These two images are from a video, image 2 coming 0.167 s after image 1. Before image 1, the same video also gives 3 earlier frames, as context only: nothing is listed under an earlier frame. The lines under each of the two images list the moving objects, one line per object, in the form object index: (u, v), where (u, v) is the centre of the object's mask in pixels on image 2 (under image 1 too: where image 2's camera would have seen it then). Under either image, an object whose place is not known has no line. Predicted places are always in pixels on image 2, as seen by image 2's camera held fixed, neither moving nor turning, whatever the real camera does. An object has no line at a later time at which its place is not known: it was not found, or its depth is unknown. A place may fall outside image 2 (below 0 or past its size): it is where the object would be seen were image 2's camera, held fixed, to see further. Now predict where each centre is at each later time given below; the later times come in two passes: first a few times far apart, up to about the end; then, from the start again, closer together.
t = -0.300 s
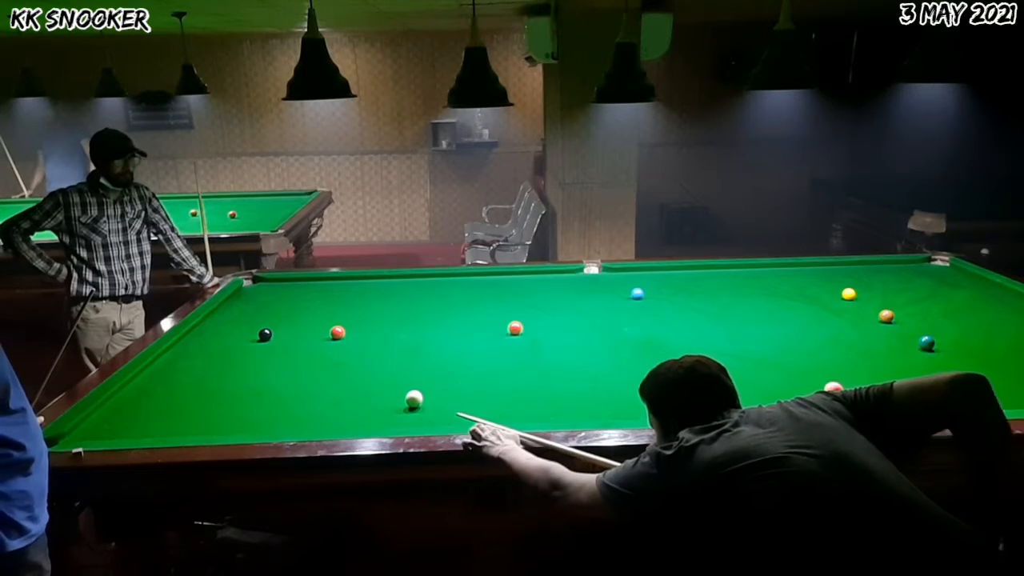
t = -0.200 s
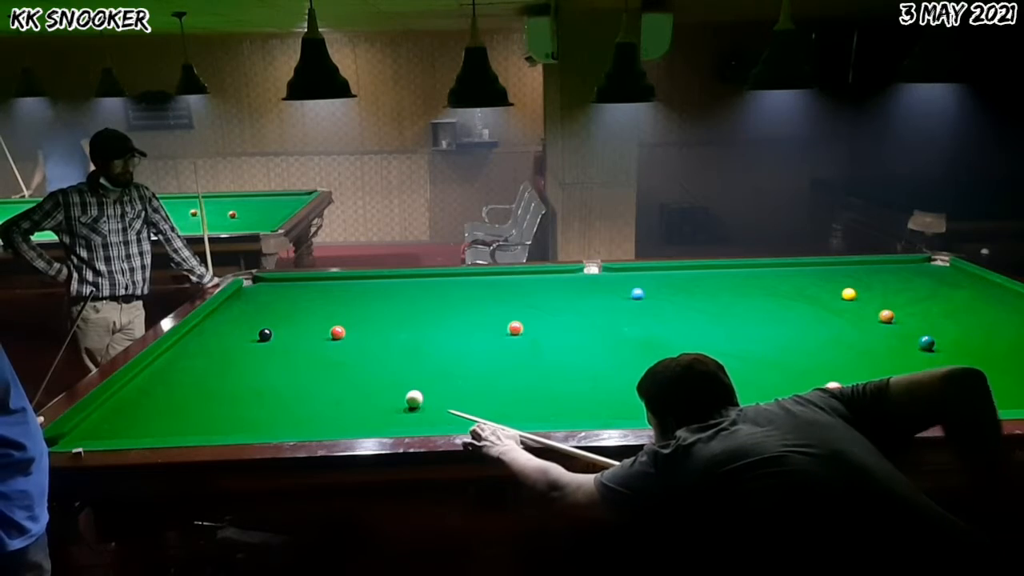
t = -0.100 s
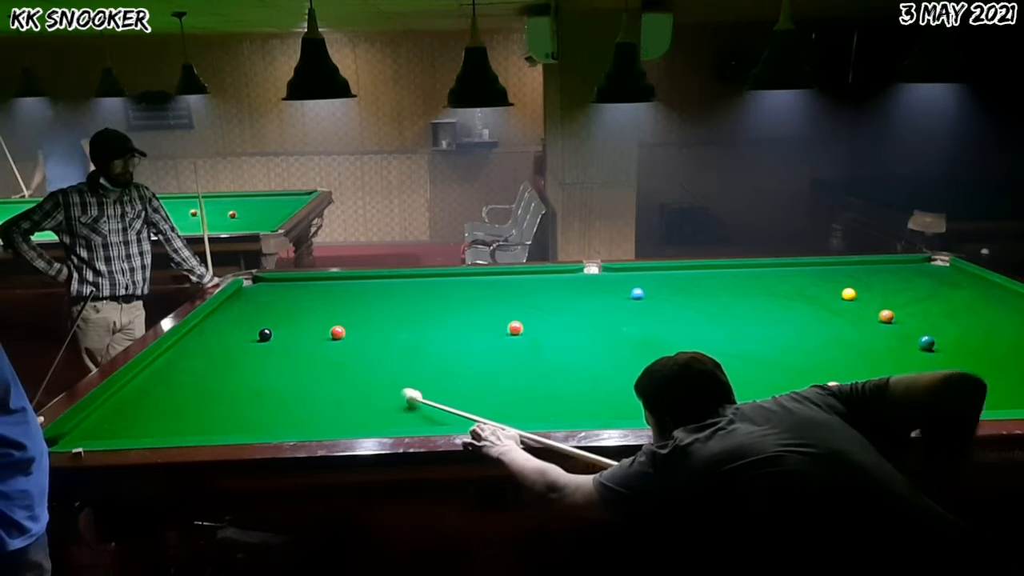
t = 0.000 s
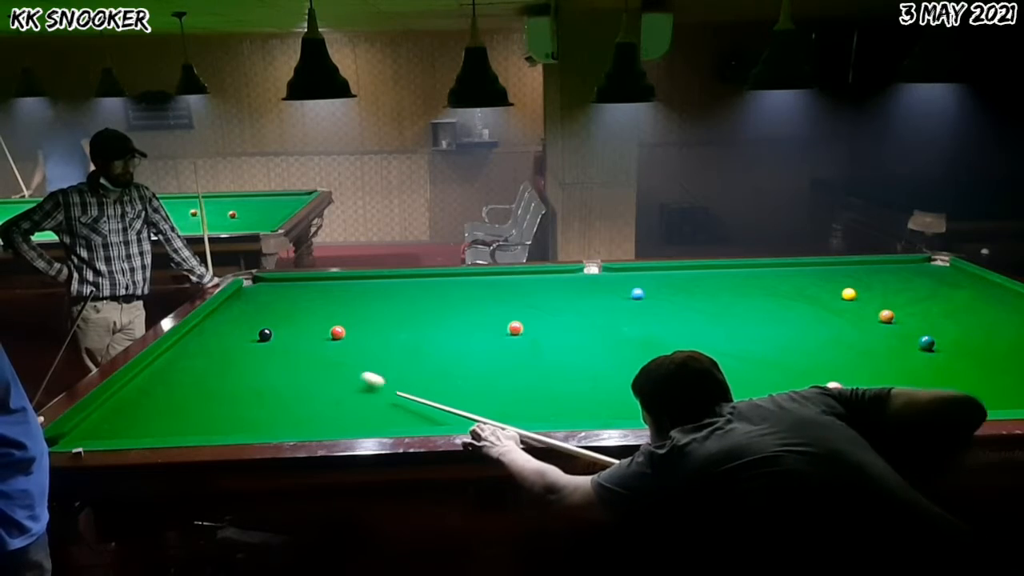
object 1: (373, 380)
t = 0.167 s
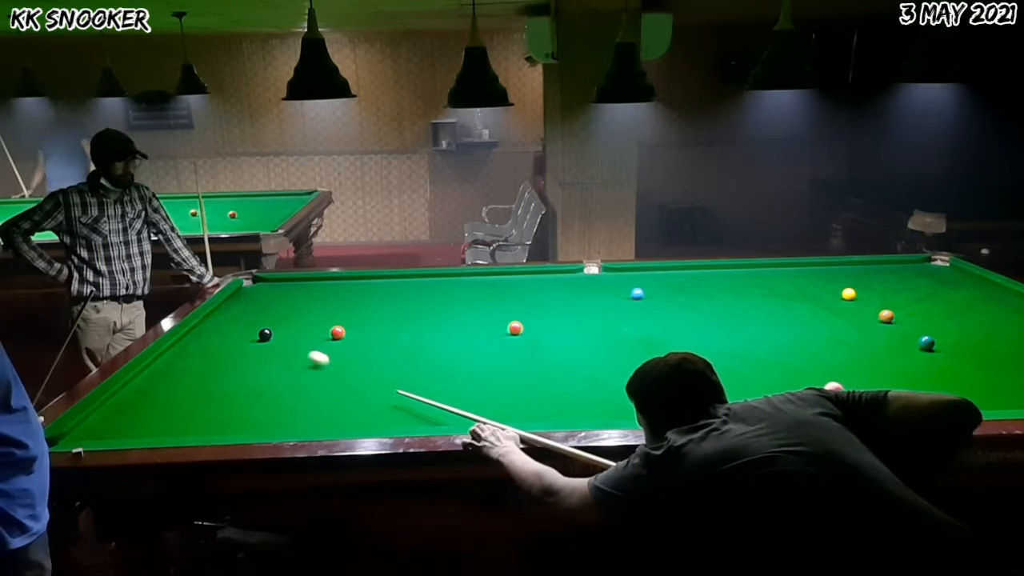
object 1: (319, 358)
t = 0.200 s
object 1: (309, 354)
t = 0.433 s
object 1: (251, 339)
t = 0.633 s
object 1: (207, 339)
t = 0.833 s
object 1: (197, 339)
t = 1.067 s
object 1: (228, 338)
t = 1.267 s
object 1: (254, 337)
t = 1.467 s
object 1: (277, 336)
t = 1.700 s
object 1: (303, 335)
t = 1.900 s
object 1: (324, 335)
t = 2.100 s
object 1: (329, 336)
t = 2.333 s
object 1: (334, 338)
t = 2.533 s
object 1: (339, 339)
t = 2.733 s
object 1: (342, 340)
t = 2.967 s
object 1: (344, 341)
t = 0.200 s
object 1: (309, 354)
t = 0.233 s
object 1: (300, 351)
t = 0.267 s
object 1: (291, 348)
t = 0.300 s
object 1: (283, 344)
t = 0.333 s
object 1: (274, 340)
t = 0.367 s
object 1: (266, 338)
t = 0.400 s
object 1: (258, 339)
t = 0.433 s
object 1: (251, 339)
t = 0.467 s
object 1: (244, 340)
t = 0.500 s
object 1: (236, 340)
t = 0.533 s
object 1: (229, 340)
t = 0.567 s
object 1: (221, 340)
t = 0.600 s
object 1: (214, 339)
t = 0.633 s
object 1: (207, 339)
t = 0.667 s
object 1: (200, 339)
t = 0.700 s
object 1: (192, 339)
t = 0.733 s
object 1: (185, 339)
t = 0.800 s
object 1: (192, 339)
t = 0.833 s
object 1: (197, 339)
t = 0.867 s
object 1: (202, 339)
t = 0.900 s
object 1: (206, 338)
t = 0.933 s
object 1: (211, 338)
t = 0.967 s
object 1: (215, 338)
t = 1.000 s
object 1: (220, 338)
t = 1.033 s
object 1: (224, 338)
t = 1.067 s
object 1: (228, 338)
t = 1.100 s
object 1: (232, 337)
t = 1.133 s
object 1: (237, 337)
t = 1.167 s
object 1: (241, 337)
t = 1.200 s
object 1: (245, 337)
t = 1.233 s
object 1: (250, 337)
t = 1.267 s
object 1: (254, 337)
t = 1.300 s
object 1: (258, 336)
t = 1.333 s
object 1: (262, 336)
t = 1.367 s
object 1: (266, 336)
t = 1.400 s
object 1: (270, 336)
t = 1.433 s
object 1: (274, 336)
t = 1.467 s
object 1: (277, 336)
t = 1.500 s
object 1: (281, 336)
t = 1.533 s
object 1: (285, 336)
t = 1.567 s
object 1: (289, 335)
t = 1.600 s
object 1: (293, 335)
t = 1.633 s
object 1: (296, 335)
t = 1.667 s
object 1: (300, 335)
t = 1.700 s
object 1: (303, 335)
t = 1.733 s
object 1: (307, 335)
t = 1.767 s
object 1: (311, 335)
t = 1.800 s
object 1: (314, 335)
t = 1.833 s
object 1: (318, 335)
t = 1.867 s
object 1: (321, 334)
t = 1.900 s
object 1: (324, 335)
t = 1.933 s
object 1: (325, 335)
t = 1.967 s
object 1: (325, 335)
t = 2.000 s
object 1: (326, 335)
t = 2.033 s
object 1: (327, 336)
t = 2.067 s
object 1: (328, 336)
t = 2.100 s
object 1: (329, 336)
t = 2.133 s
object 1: (330, 336)
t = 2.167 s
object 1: (331, 337)
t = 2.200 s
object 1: (331, 337)
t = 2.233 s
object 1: (332, 337)
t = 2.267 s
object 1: (333, 337)
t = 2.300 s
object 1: (334, 337)
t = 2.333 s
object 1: (334, 338)
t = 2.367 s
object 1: (335, 338)
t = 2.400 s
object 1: (336, 338)
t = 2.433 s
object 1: (337, 338)
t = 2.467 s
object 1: (338, 339)
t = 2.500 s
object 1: (338, 339)
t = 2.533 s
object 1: (339, 339)
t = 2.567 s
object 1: (339, 339)
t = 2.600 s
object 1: (340, 339)
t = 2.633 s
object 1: (340, 339)
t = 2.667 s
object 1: (341, 340)
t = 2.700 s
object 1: (342, 340)
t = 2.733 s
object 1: (342, 340)
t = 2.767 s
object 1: (342, 340)
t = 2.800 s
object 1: (343, 340)
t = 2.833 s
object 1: (343, 340)
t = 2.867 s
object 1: (344, 341)
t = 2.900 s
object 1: (344, 341)
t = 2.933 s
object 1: (344, 341)
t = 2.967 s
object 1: (344, 341)
